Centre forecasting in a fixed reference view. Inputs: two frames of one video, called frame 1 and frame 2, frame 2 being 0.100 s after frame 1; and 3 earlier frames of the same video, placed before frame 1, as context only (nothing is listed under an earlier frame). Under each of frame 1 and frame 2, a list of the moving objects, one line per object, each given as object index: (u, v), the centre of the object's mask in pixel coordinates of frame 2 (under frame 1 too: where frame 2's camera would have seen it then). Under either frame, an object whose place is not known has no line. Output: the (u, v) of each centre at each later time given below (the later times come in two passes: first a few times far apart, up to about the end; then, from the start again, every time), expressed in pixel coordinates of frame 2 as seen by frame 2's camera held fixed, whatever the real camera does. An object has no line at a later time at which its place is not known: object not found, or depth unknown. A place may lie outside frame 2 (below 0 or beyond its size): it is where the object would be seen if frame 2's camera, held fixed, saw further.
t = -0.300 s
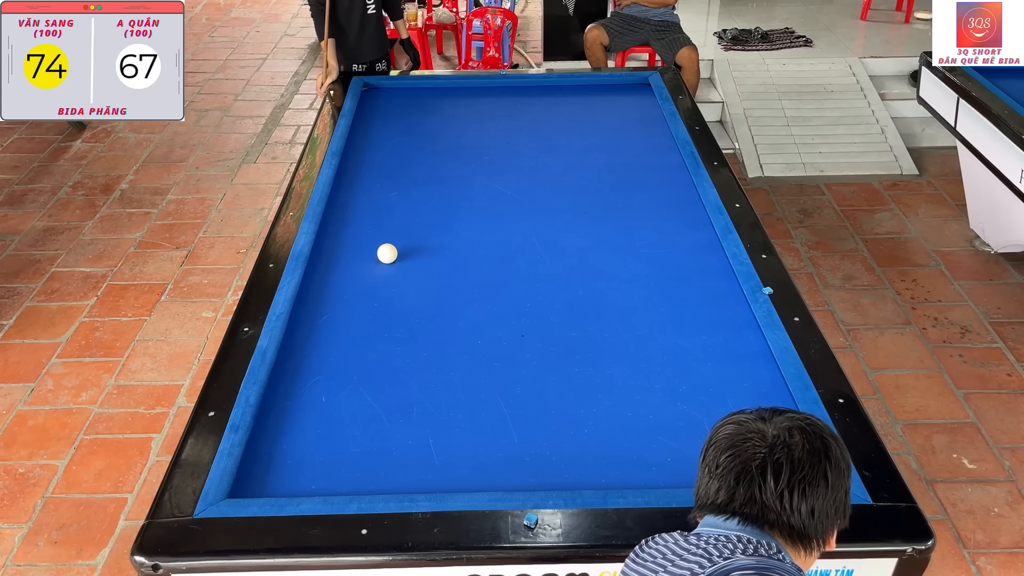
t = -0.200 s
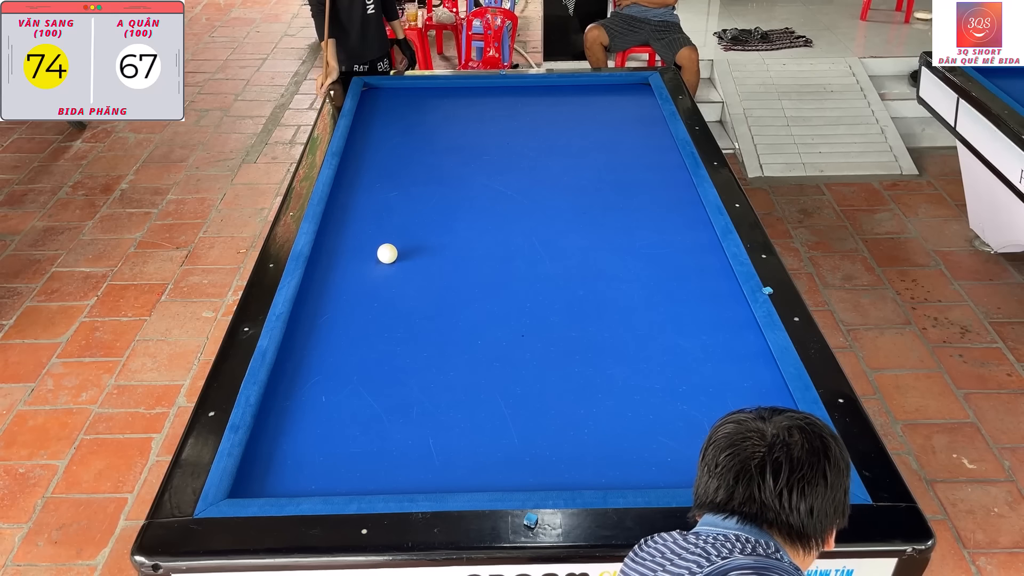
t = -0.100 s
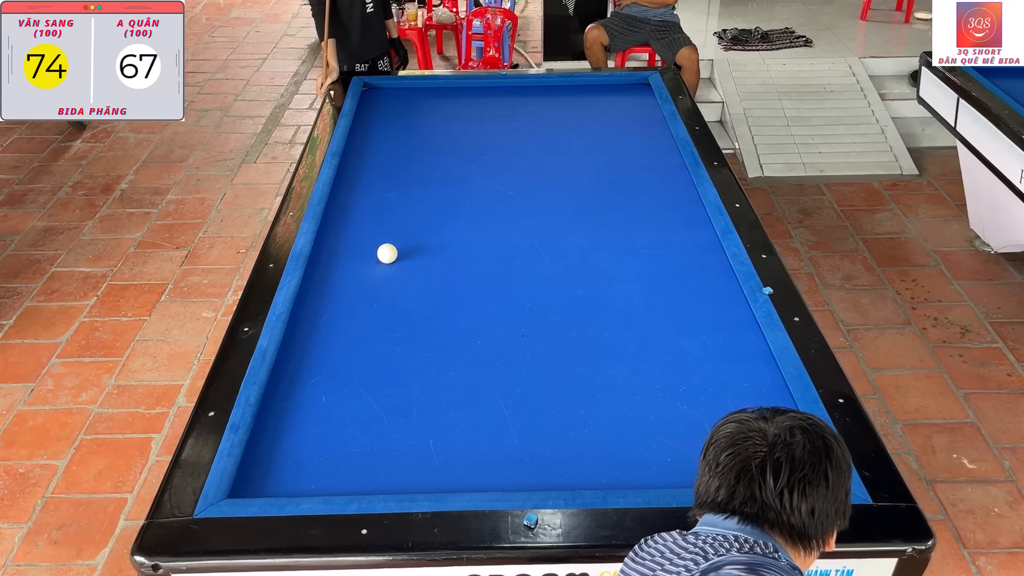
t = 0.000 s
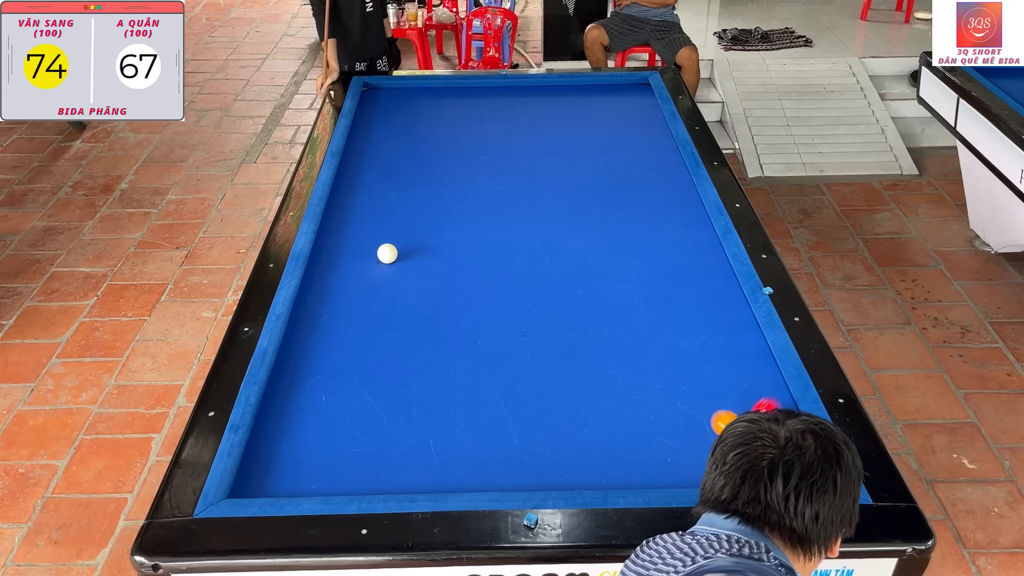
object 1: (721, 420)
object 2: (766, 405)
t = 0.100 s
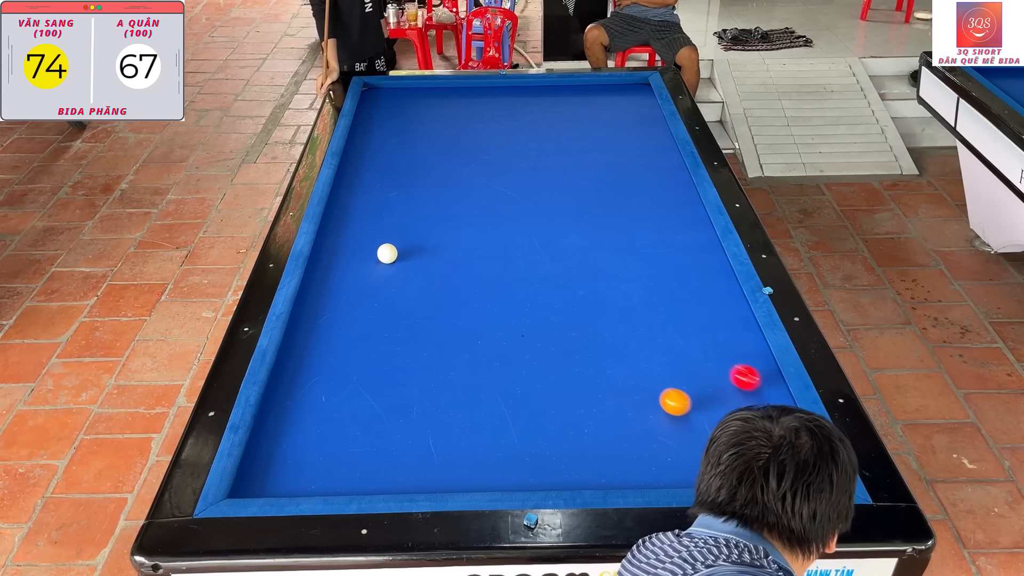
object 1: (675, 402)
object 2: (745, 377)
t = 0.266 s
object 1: (609, 360)
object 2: (661, 337)
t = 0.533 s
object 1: (524, 304)
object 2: (568, 290)
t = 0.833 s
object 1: (447, 253)
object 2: (482, 247)
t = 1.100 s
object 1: (389, 215)
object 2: (416, 214)
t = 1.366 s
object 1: (341, 182)
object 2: (359, 186)
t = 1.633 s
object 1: (369, 152)
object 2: (373, 177)
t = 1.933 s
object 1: (395, 123)
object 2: (379, 166)
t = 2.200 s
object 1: (415, 101)
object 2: (384, 157)
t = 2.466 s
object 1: (432, 86)
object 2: (389, 149)
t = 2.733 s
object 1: (438, 98)
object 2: (393, 141)
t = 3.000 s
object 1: (445, 108)
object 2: (397, 134)
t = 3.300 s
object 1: (454, 121)
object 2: (400, 126)
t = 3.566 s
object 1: (462, 132)
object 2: (403, 120)
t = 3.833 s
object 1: (469, 143)
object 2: (406, 115)
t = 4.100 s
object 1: (477, 155)
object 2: (409, 110)
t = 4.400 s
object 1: (487, 169)
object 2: (411, 105)
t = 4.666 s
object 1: (495, 181)
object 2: (413, 100)
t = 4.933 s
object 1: (503, 194)
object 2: (415, 96)
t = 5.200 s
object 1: (512, 207)
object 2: (417, 93)
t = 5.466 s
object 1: (520, 220)
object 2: (419, 89)
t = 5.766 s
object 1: (531, 236)
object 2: (421, 86)
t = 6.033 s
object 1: (540, 249)
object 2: (421, 85)
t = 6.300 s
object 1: (550, 264)
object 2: (419, 87)
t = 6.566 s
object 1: (559, 278)
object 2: (418, 88)
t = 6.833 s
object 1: (569, 293)
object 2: (418, 89)
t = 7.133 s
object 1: (580, 310)
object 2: (417, 90)
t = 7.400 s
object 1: (591, 325)
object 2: (417, 90)
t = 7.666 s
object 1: (601, 341)
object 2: (418, 90)
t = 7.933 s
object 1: (612, 356)
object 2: (418, 90)
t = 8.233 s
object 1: (625, 374)
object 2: (417, 90)
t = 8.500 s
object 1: (636, 390)
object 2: (418, 90)
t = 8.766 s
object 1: (648, 406)
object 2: (418, 90)
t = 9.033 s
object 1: (660, 422)
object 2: (418, 90)
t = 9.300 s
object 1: (671, 437)
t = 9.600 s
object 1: (683, 455)
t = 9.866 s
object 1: (693, 470)
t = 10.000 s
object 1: (698, 476)
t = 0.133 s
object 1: (661, 391)
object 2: (726, 368)
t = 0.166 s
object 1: (647, 382)
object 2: (709, 360)
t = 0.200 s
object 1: (633, 376)
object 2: (692, 352)
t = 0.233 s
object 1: (621, 367)
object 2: (676, 344)
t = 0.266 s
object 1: (609, 360)
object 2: (661, 337)
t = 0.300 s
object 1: (597, 352)
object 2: (648, 330)
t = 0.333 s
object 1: (586, 345)
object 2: (635, 324)
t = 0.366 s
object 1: (575, 338)
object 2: (623, 318)
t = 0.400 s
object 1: (564, 331)
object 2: (611, 312)
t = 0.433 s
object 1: (554, 324)
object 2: (600, 306)
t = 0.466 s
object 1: (544, 317)
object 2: (589, 301)
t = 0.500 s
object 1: (534, 311)
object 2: (578, 295)
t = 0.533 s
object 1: (524, 304)
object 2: (568, 290)
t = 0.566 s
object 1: (515, 298)
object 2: (557, 285)
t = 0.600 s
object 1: (506, 292)
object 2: (547, 280)
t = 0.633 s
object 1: (497, 286)
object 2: (537, 275)
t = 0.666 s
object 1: (488, 280)
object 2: (527, 270)
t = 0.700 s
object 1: (479, 275)
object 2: (518, 266)
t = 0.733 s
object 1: (471, 269)
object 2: (509, 261)
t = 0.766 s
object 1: (463, 264)
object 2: (499, 256)
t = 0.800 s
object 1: (455, 258)
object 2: (490, 252)
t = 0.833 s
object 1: (447, 253)
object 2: (482, 247)
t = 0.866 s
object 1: (439, 248)
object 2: (473, 243)
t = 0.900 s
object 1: (432, 243)
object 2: (464, 239)
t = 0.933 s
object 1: (424, 238)
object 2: (456, 234)
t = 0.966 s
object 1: (417, 233)
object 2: (448, 230)
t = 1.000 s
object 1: (410, 228)
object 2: (439, 226)
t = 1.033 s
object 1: (402, 224)
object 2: (431, 222)
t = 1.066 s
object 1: (396, 219)
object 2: (424, 218)
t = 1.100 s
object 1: (389, 215)
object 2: (416, 214)
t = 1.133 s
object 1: (382, 210)
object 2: (409, 211)
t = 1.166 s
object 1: (376, 206)
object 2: (401, 207)
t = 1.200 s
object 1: (369, 202)
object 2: (393, 203)
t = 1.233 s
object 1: (363, 198)
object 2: (386, 200)
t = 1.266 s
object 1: (357, 193)
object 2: (379, 196)
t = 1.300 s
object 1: (351, 190)
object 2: (372, 193)
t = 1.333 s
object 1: (345, 186)
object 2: (365, 189)
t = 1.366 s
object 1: (341, 182)
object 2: (359, 186)
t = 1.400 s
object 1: (343, 177)
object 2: (359, 184)
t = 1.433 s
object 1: (348, 173)
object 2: (363, 184)
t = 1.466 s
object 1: (352, 169)
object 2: (365, 183)
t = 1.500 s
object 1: (356, 166)
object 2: (367, 182)
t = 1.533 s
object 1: (360, 162)
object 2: (369, 181)
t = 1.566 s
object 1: (363, 159)
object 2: (371, 180)
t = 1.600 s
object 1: (366, 155)
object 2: (372, 178)
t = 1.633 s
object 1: (369, 152)
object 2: (373, 177)
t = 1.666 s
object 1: (373, 148)
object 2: (374, 176)
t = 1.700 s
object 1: (376, 145)
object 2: (374, 175)
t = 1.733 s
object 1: (378, 142)
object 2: (375, 173)
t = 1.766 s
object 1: (381, 138)
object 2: (376, 172)
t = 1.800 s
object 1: (384, 135)
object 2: (376, 171)
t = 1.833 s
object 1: (387, 132)
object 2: (377, 170)
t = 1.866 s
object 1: (390, 129)
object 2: (378, 169)
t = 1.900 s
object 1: (393, 126)
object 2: (379, 167)
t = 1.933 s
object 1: (395, 123)
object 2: (379, 166)
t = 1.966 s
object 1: (398, 120)
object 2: (380, 165)
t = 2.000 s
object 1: (401, 118)
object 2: (381, 164)
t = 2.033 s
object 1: (403, 115)
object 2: (381, 163)
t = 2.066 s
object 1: (406, 112)
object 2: (382, 161)
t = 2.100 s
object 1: (408, 109)
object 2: (382, 160)
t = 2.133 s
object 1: (411, 107)
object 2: (383, 159)
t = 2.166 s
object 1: (413, 104)
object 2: (384, 158)
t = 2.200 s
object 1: (415, 101)
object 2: (384, 157)
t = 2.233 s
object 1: (418, 99)
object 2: (385, 156)
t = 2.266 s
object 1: (420, 96)
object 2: (385, 155)
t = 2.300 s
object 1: (422, 94)
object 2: (386, 154)
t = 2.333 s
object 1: (424, 91)
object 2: (387, 153)
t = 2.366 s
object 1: (427, 89)
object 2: (387, 152)
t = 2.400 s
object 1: (429, 87)
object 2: (388, 151)
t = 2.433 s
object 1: (431, 84)
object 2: (388, 150)
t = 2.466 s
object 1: (432, 86)
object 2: (389, 149)
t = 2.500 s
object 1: (432, 88)
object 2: (389, 147)
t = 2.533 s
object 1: (433, 90)
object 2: (390, 146)
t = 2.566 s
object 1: (434, 91)
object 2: (390, 146)
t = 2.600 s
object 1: (435, 93)
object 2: (391, 145)
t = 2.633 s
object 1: (436, 94)
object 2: (391, 144)
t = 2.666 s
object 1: (436, 95)
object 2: (392, 143)
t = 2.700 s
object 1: (437, 97)
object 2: (392, 142)
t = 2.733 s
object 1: (438, 98)
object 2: (393, 141)
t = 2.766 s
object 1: (439, 99)
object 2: (393, 140)
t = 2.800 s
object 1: (440, 101)
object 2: (394, 139)
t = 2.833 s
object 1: (441, 102)
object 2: (394, 138)
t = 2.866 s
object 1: (442, 103)
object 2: (395, 137)
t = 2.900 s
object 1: (443, 105)
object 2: (395, 136)
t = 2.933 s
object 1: (444, 106)
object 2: (396, 135)
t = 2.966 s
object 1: (444, 107)
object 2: (396, 134)
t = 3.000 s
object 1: (445, 108)
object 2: (397, 134)
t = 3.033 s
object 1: (446, 110)
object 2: (397, 133)
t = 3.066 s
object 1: (447, 111)
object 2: (397, 132)
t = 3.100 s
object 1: (448, 112)
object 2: (398, 131)
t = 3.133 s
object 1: (449, 114)
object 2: (398, 130)
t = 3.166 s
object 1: (450, 115)
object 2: (399, 130)
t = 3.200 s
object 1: (451, 116)
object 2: (399, 129)
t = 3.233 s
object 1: (452, 118)
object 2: (400, 128)
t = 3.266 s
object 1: (453, 119)
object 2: (400, 127)
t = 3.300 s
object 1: (454, 121)
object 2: (400, 126)
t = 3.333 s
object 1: (455, 122)
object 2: (401, 126)
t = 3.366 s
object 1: (456, 124)
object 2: (401, 125)
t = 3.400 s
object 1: (457, 125)
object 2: (402, 124)
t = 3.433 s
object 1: (458, 126)
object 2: (402, 123)
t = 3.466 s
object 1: (459, 128)
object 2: (403, 123)
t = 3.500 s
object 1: (460, 129)
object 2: (403, 122)
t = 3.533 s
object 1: (460, 130)
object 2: (403, 121)
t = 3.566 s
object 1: (462, 132)
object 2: (403, 120)
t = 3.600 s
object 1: (463, 133)
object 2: (404, 120)
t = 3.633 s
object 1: (464, 135)
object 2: (404, 119)
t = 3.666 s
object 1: (464, 136)
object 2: (404, 118)
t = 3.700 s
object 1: (465, 137)
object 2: (405, 118)
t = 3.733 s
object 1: (466, 139)
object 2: (405, 117)
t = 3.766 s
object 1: (467, 140)
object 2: (406, 116)
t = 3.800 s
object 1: (468, 142)
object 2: (406, 115)
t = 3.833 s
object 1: (469, 143)
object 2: (406, 115)
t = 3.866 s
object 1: (470, 145)
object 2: (407, 114)
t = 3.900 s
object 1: (471, 146)
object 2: (407, 114)
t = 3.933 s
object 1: (472, 148)
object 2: (407, 113)
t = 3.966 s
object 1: (473, 149)
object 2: (408, 112)
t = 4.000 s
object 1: (474, 151)
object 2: (408, 112)
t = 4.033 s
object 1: (475, 152)
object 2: (408, 111)
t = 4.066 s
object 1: (476, 153)
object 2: (408, 110)
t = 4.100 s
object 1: (477, 155)
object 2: (409, 110)
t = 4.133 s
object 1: (478, 157)
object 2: (409, 109)
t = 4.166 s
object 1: (479, 158)
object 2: (409, 109)
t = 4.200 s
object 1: (480, 160)
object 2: (409, 108)
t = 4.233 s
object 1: (481, 161)
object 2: (410, 107)
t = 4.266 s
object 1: (483, 163)
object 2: (410, 107)
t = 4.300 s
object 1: (483, 164)
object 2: (410, 106)
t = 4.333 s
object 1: (485, 166)
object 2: (410, 106)
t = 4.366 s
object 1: (485, 167)
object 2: (411, 105)
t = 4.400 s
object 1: (487, 169)
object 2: (411, 105)
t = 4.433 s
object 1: (487, 170)
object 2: (411, 104)
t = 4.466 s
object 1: (489, 172)
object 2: (411, 103)
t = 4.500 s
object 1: (489, 173)
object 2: (412, 103)
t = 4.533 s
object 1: (490, 175)
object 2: (412, 102)
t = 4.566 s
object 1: (492, 176)
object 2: (412, 102)
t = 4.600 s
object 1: (493, 178)
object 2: (412, 101)
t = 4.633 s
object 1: (494, 180)
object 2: (413, 101)
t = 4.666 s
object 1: (495, 181)
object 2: (413, 100)
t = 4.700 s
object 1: (496, 183)
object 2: (413, 100)
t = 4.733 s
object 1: (497, 184)
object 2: (413, 99)
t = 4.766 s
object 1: (498, 186)
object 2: (414, 99)
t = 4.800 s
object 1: (499, 188)
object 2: (414, 98)
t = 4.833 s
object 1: (500, 189)
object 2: (414, 98)
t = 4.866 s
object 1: (501, 191)
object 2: (414, 97)
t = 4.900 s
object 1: (502, 192)
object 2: (415, 97)
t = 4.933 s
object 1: (503, 194)
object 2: (415, 96)
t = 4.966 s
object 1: (504, 195)
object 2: (415, 96)
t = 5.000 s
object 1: (505, 197)
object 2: (415, 95)
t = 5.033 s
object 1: (506, 199)
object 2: (416, 95)
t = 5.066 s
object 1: (508, 201)
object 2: (416, 94)
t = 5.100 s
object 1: (509, 202)
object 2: (416, 94)
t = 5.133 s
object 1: (510, 204)
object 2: (417, 93)
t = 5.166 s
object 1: (511, 205)
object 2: (417, 93)
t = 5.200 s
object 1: (512, 207)
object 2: (417, 93)
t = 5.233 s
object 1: (513, 209)
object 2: (417, 92)
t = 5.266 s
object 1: (514, 210)
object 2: (418, 92)
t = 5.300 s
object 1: (515, 212)
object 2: (418, 91)
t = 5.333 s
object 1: (516, 214)
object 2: (418, 91)
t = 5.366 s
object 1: (517, 215)
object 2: (418, 91)
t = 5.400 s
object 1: (518, 217)
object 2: (418, 90)
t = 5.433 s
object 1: (519, 218)
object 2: (419, 90)
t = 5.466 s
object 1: (520, 220)
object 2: (419, 89)
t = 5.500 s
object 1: (522, 222)
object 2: (419, 89)
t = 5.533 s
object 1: (523, 224)
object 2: (419, 88)
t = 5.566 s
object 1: (524, 225)
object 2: (420, 88)
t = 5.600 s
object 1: (525, 227)
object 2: (420, 88)
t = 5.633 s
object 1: (526, 229)
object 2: (420, 87)
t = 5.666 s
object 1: (527, 230)
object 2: (420, 87)
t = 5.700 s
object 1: (528, 232)
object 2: (421, 87)
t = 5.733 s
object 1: (530, 234)
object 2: (421, 86)
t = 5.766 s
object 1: (531, 236)
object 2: (421, 86)
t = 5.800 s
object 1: (532, 237)
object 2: (421, 86)
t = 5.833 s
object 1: (533, 239)
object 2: (422, 85)
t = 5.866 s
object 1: (534, 241)
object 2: (422, 85)
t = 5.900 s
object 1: (536, 243)
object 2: (422, 85)
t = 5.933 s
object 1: (537, 244)
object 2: (422, 85)
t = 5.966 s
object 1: (538, 246)
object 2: (421, 85)
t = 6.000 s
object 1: (539, 248)
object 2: (421, 85)
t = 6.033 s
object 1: (540, 249)
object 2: (421, 85)
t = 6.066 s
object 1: (541, 251)
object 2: (421, 86)
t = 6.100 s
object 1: (543, 253)
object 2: (421, 86)
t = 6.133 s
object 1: (544, 255)
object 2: (421, 86)
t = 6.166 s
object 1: (545, 256)
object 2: (420, 86)
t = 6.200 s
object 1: (546, 258)
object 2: (420, 86)
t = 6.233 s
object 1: (547, 260)
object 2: (420, 87)
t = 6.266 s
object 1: (548, 262)
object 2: (420, 87)
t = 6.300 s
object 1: (550, 264)
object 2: (419, 87)
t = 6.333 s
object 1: (551, 265)
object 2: (419, 87)
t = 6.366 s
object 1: (552, 267)
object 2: (419, 87)
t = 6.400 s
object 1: (553, 269)
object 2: (419, 87)
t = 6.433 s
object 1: (555, 271)
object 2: (419, 87)
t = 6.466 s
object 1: (556, 273)
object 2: (419, 87)
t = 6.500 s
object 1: (557, 274)
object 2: (419, 87)
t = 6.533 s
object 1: (558, 276)
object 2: (418, 87)
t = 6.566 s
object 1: (559, 278)
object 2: (418, 88)
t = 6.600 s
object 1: (561, 280)
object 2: (418, 88)
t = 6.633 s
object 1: (562, 282)
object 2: (418, 88)
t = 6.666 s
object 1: (563, 284)
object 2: (418, 88)
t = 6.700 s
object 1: (564, 285)
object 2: (418, 88)
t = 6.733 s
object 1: (566, 287)
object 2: (418, 88)
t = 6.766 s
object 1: (567, 289)
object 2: (418, 88)
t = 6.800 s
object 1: (568, 291)
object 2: (418, 88)
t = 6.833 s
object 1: (569, 293)
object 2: (418, 89)
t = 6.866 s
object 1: (570, 295)
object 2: (417, 89)
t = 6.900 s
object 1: (572, 297)
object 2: (417, 89)
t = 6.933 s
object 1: (573, 298)
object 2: (417, 89)
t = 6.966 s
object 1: (574, 300)
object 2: (417, 89)
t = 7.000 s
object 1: (575, 302)
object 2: (417, 89)
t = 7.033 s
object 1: (577, 304)
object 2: (417, 89)
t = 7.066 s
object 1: (578, 306)
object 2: (417, 89)
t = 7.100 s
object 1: (579, 308)
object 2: (417, 89)
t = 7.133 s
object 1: (580, 310)
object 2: (417, 90)
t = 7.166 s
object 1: (582, 312)
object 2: (417, 90)
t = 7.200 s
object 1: (583, 314)
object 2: (417, 90)
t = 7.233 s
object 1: (584, 316)
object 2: (417, 90)
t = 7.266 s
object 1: (585, 318)
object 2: (417, 90)
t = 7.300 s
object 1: (587, 319)
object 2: (417, 90)
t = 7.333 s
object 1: (588, 321)
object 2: (417, 90)
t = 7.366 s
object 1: (589, 323)
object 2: (417, 90)
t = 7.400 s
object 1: (591, 325)
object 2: (417, 90)
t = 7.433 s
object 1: (592, 327)
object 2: (417, 90)
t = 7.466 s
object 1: (593, 329)
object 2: (417, 90)
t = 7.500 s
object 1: (595, 331)
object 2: (417, 90)
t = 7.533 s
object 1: (596, 333)
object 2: (417, 90)
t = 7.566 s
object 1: (597, 335)
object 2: (418, 90)
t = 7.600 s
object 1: (599, 337)
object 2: (417, 90)
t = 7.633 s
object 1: (600, 339)
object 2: (417, 90)
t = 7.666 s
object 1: (601, 341)
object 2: (418, 90)
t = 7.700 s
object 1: (603, 343)
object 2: (418, 90)
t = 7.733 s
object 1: (604, 345)
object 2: (418, 90)
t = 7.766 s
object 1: (605, 347)
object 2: (418, 90)
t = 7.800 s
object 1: (607, 349)
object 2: (418, 90)
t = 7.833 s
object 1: (608, 351)
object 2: (418, 90)
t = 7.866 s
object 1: (609, 353)
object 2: (418, 90)
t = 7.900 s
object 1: (611, 355)
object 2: (418, 90)
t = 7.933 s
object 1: (612, 356)
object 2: (418, 90)
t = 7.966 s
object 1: (613, 358)
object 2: (418, 90)
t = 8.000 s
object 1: (615, 360)
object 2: (418, 90)
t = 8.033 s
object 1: (616, 362)
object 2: (418, 90)
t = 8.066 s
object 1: (618, 364)
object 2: (418, 90)
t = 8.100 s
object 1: (619, 366)
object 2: (418, 90)
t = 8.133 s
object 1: (620, 368)
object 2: (417, 90)
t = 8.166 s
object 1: (622, 370)
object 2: (418, 90)
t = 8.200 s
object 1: (623, 372)
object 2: (417, 90)
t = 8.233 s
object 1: (625, 374)
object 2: (417, 90)
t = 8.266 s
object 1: (626, 376)
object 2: (418, 90)
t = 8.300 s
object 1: (628, 378)
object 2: (418, 90)
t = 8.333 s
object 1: (629, 380)
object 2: (418, 90)
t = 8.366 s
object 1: (630, 382)
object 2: (418, 90)
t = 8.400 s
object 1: (632, 384)
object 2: (418, 90)
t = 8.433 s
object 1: (633, 386)
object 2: (418, 90)
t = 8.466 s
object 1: (635, 388)
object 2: (418, 90)
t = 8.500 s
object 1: (636, 390)
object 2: (418, 90)
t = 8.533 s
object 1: (638, 392)
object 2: (418, 90)
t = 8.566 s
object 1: (639, 394)
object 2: (418, 90)
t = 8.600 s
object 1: (641, 396)
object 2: (418, 90)
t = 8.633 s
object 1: (642, 398)
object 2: (418, 90)
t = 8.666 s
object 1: (643, 400)
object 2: (418, 90)
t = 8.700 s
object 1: (645, 402)
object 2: (418, 90)
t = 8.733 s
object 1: (646, 404)
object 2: (418, 90)
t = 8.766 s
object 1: (648, 406)
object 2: (418, 90)
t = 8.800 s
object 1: (649, 408)
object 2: (418, 90)
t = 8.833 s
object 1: (651, 410)
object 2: (418, 90)
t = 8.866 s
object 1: (652, 412)
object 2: (418, 90)
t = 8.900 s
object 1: (654, 414)
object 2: (418, 90)
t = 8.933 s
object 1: (655, 416)
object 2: (418, 90)
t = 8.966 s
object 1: (656, 418)
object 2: (418, 90)
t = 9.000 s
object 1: (658, 420)
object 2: (418, 90)
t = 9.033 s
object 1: (660, 422)
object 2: (418, 90)
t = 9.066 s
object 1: (661, 424)
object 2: (418, 90)
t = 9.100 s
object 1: (662, 426)
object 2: (418, 90)
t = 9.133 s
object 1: (664, 428)
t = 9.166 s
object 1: (665, 429)
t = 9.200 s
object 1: (666, 432)
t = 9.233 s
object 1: (668, 433)
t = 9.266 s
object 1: (669, 435)
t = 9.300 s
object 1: (671, 437)
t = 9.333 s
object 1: (672, 439)
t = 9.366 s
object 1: (673, 441)
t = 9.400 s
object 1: (675, 443)
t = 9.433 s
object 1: (676, 445)
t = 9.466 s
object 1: (677, 447)
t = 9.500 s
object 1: (679, 449)
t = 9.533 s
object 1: (680, 451)
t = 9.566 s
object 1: (681, 453)
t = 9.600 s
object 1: (683, 455)
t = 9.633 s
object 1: (684, 457)
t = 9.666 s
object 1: (685, 459)
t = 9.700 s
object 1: (686, 460)
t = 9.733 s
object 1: (688, 462)
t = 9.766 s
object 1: (689, 464)
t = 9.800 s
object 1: (690, 466)
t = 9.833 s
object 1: (691, 468)
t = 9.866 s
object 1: (693, 470)
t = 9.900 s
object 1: (694, 472)
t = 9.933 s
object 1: (695, 474)
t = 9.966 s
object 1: (696, 475)
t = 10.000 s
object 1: (698, 476)
